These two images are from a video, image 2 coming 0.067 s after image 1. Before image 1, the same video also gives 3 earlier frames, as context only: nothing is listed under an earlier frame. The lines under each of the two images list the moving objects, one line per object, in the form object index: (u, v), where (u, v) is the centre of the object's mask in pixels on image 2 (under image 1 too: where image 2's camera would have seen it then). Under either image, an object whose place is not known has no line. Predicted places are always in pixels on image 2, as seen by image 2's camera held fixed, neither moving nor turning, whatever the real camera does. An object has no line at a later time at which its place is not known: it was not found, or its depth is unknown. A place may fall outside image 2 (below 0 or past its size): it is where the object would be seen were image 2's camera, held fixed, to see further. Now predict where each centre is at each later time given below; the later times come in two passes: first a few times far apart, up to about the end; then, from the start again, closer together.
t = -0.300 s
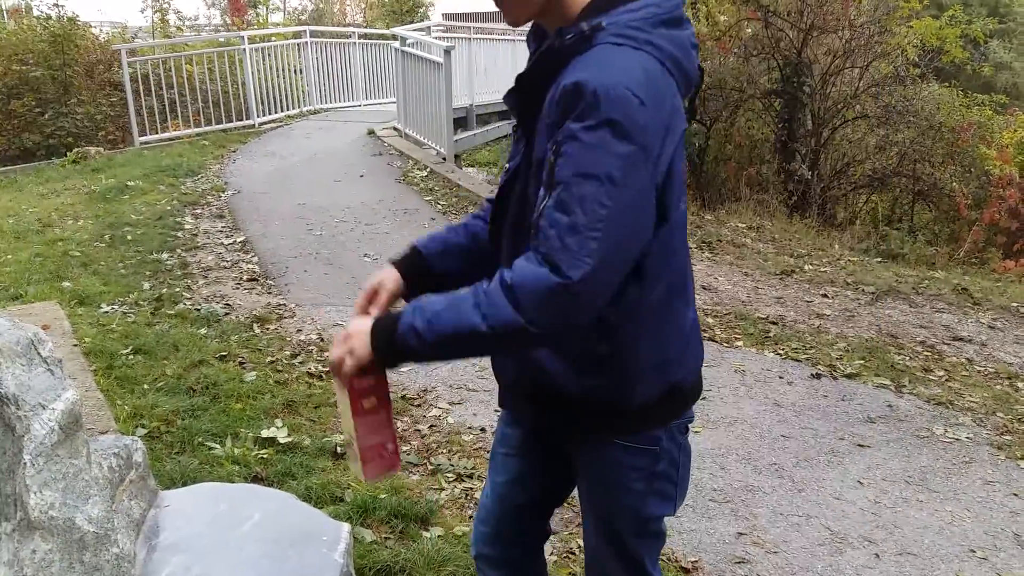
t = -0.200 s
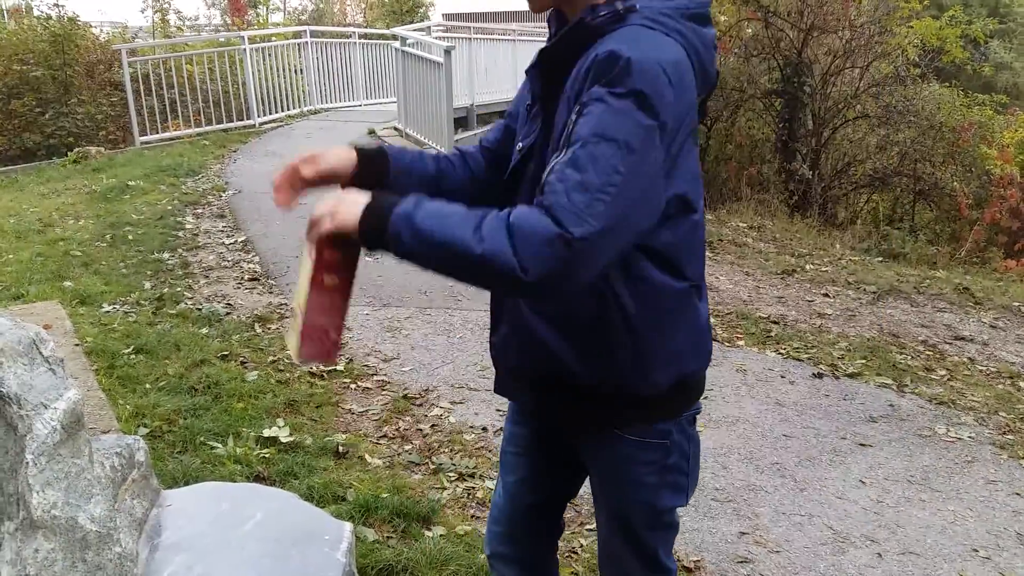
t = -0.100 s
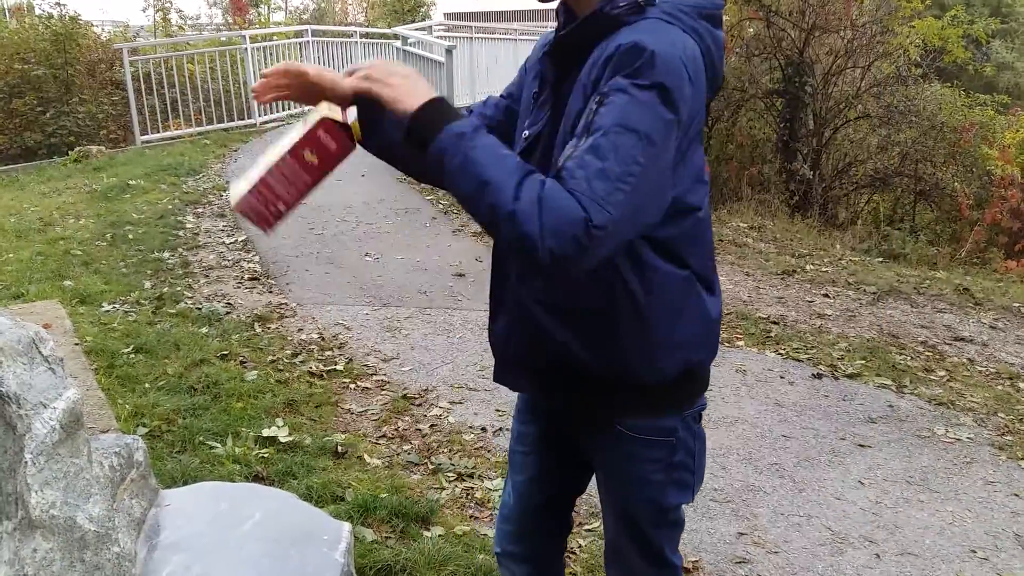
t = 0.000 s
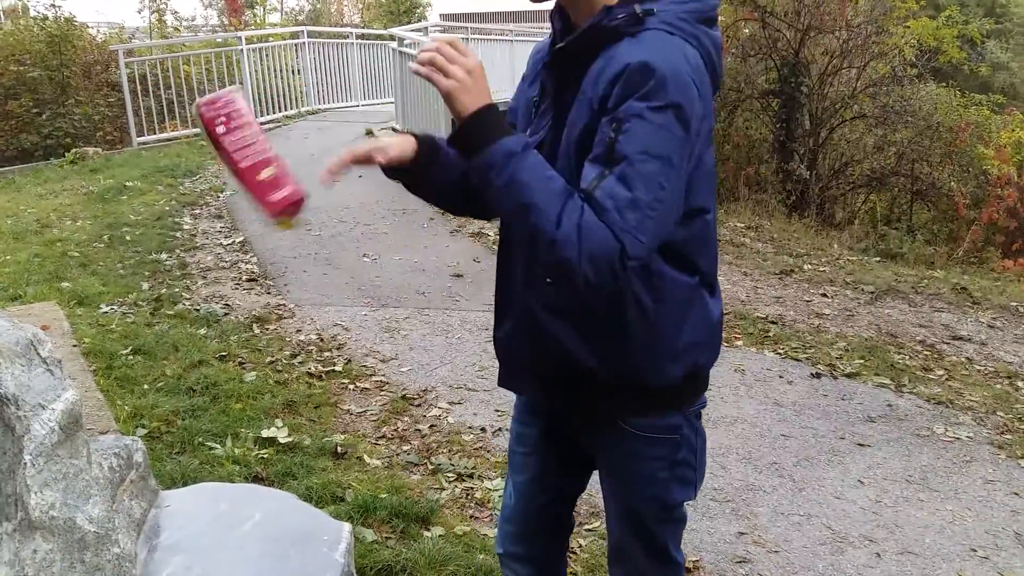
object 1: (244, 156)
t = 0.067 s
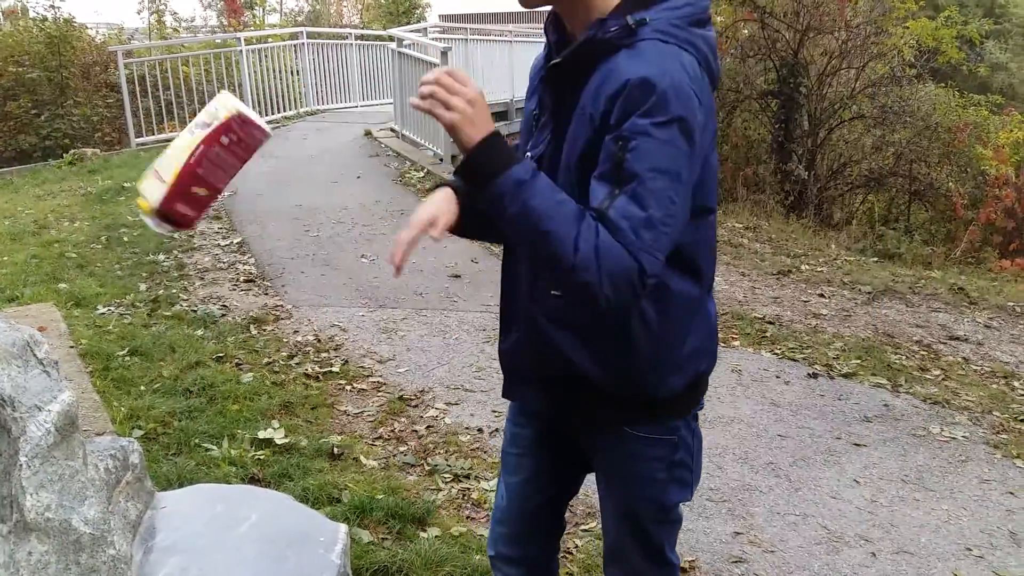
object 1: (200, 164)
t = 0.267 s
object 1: (181, 298)
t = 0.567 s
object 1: (181, 510)
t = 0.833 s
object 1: (171, 519)
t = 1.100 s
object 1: (172, 516)
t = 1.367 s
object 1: (173, 520)
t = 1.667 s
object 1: (173, 525)
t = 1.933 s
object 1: (175, 525)
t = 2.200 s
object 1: (174, 525)
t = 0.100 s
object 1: (188, 166)
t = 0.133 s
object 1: (183, 177)
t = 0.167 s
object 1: (180, 197)
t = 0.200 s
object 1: (179, 225)
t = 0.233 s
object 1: (178, 259)
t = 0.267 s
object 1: (181, 298)
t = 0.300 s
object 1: (184, 343)
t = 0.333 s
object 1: (188, 393)
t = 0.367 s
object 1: (191, 446)
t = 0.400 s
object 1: (194, 503)
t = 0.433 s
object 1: (196, 504)
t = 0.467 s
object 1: (190, 505)
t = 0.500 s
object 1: (185, 507)
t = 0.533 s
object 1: (183, 509)
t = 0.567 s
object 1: (181, 510)
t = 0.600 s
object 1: (178, 511)
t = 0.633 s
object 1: (176, 512)
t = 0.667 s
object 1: (174, 514)
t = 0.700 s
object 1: (172, 516)
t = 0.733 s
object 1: (173, 518)
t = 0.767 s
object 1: (174, 519)
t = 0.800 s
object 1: (173, 519)
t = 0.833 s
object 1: (171, 519)
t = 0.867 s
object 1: (169, 519)
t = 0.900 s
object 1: (169, 519)
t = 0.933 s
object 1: (171, 518)
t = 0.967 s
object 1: (174, 517)
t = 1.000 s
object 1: (175, 516)
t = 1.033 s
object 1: (174, 515)
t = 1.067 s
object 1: (172, 516)
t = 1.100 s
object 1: (172, 516)
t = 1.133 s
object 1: (172, 516)
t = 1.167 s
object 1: (173, 516)
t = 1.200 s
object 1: (173, 517)
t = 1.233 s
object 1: (172, 517)
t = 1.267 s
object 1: (173, 518)
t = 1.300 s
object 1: (173, 518)
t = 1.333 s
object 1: (173, 519)
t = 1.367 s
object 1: (173, 520)
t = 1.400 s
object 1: (173, 522)
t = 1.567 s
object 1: (173, 524)
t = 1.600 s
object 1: (173, 524)
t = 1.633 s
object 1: (173, 525)
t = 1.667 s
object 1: (173, 525)
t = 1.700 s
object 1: (174, 525)
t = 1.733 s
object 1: (174, 525)
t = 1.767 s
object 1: (174, 525)
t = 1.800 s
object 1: (174, 525)
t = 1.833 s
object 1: (174, 525)
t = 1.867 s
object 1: (174, 524)
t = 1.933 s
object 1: (175, 525)
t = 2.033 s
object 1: (175, 526)
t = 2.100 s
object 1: (174, 526)
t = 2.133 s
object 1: (174, 526)
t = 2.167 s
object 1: (174, 526)
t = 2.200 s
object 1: (174, 525)
